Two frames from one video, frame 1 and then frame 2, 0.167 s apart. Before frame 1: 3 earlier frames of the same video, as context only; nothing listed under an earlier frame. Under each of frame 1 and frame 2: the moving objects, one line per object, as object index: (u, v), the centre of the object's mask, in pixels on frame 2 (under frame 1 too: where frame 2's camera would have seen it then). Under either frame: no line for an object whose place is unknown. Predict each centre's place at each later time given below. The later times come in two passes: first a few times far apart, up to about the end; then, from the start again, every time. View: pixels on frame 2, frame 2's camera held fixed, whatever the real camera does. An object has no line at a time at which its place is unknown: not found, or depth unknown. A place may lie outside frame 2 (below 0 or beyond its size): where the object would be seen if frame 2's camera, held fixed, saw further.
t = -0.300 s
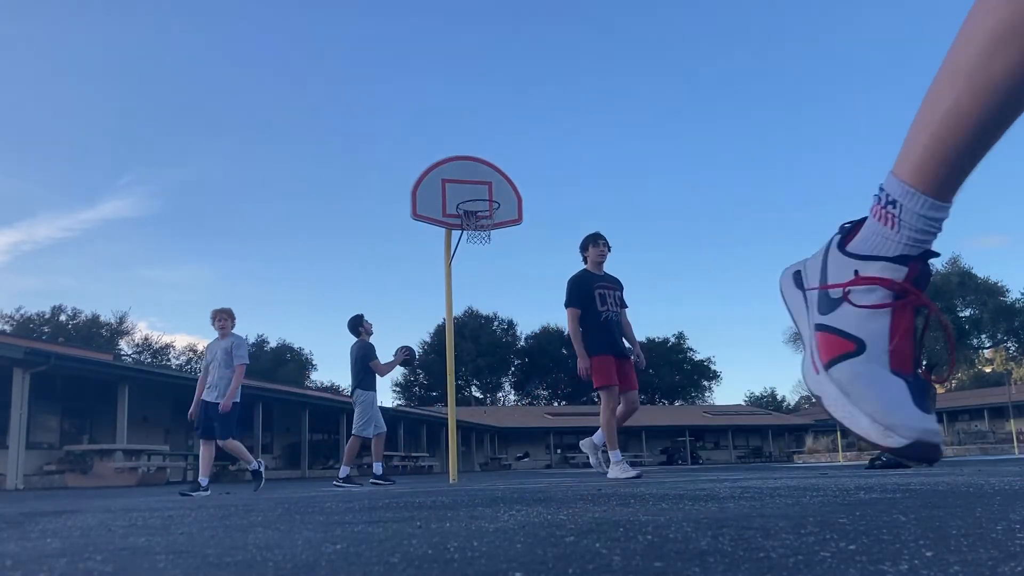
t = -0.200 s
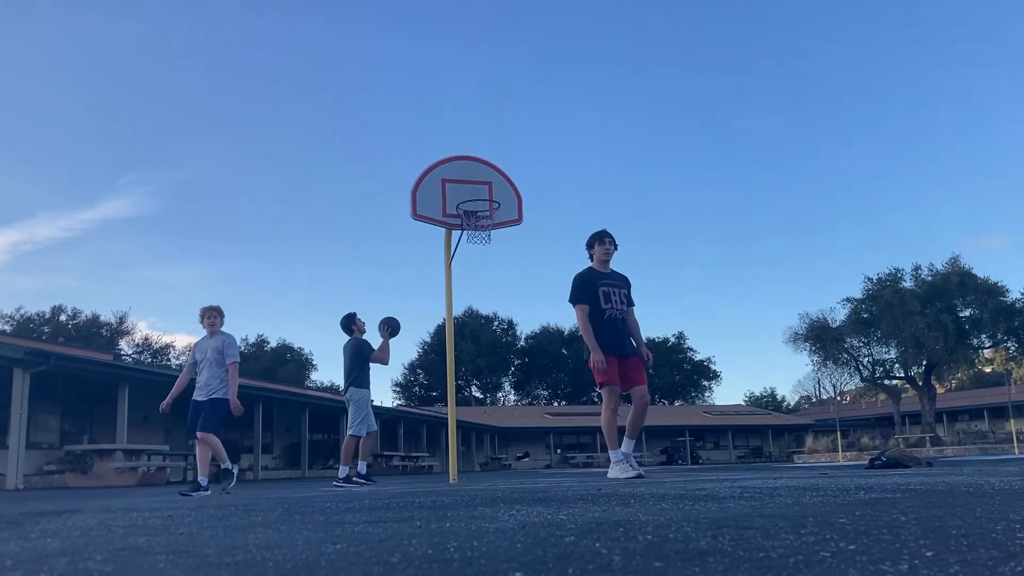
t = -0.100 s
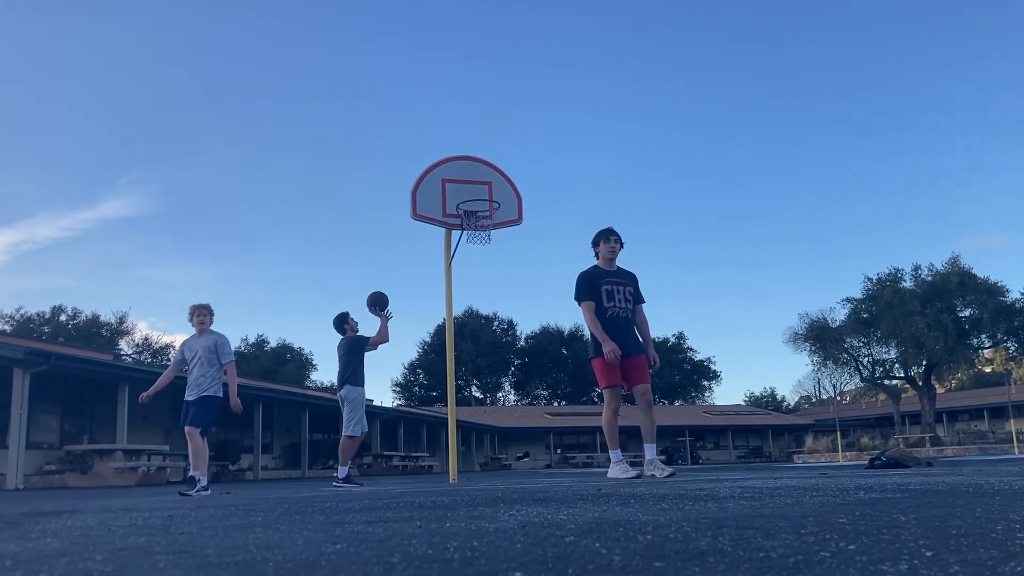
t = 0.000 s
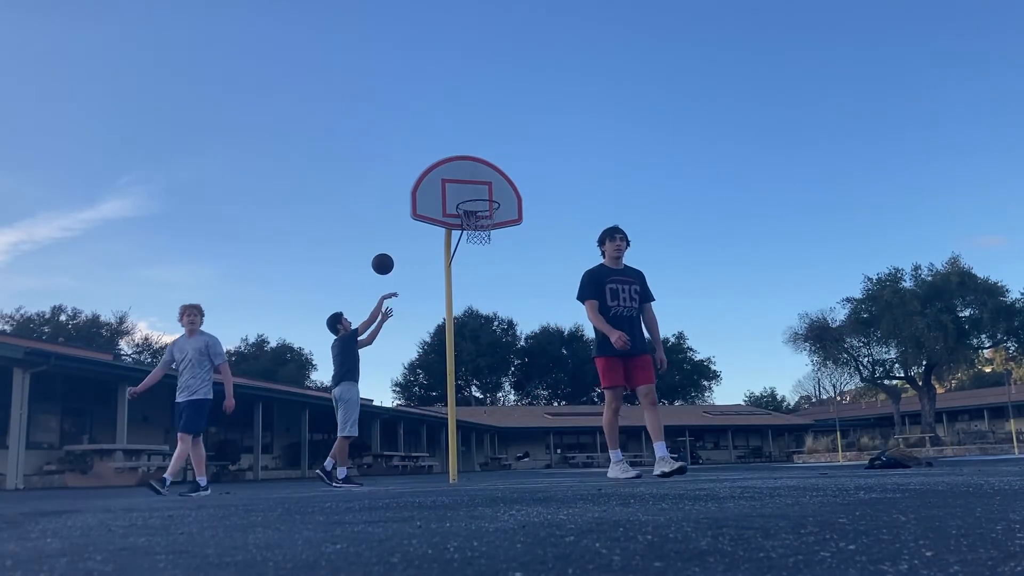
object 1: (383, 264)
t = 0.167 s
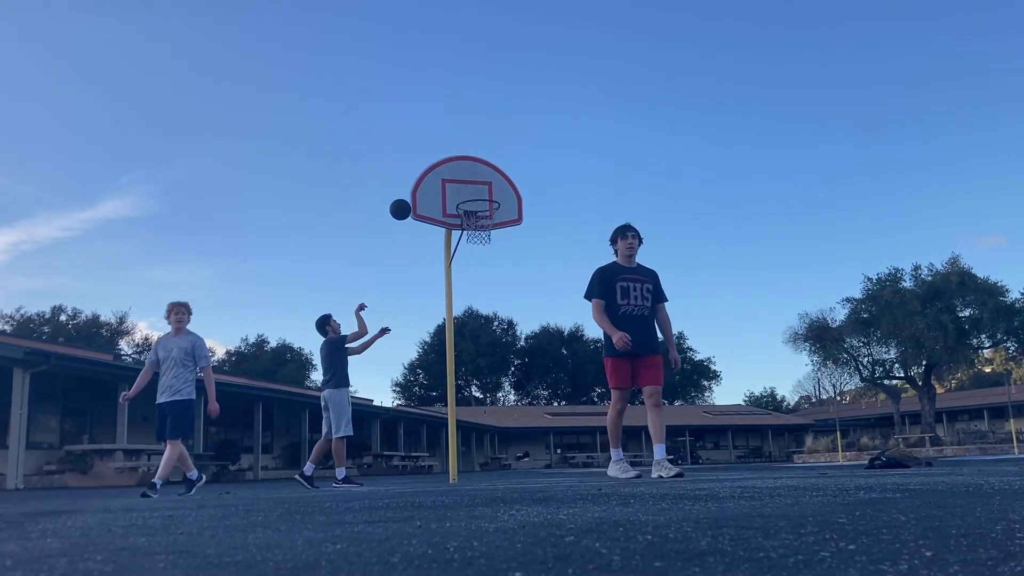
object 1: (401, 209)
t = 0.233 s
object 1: (407, 195)
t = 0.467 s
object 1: (431, 173)
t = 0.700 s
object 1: (455, 196)
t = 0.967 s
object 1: (437, 186)
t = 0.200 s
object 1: (404, 201)
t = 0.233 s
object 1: (407, 195)
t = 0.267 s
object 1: (411, 189)
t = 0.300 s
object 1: (414, 184)
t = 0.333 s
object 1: (417, 180)
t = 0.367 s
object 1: (421, 177)
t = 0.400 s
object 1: (424, 174)
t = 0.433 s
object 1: (428, 173)
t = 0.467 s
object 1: (431, 173)
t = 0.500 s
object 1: (434, 173)
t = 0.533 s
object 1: (438, 175)
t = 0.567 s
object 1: (441, 177)
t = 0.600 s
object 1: (445, 181)
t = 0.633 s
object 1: (448, 185)
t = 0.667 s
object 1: (451, 190)
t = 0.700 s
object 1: (455, 196)
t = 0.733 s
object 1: (453, 194)
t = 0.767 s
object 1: (450, 189)
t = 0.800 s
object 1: (448, 187)
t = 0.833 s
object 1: (446, 185)
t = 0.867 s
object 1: (443, 184)
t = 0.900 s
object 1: (441, 184)
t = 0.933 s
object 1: (439, 185)
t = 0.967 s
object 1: (437, 186)
